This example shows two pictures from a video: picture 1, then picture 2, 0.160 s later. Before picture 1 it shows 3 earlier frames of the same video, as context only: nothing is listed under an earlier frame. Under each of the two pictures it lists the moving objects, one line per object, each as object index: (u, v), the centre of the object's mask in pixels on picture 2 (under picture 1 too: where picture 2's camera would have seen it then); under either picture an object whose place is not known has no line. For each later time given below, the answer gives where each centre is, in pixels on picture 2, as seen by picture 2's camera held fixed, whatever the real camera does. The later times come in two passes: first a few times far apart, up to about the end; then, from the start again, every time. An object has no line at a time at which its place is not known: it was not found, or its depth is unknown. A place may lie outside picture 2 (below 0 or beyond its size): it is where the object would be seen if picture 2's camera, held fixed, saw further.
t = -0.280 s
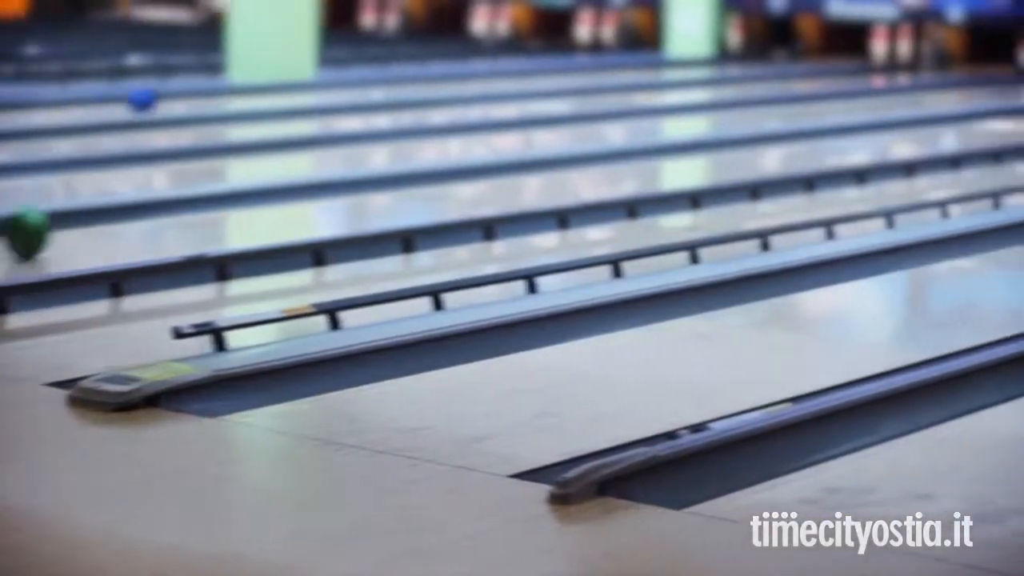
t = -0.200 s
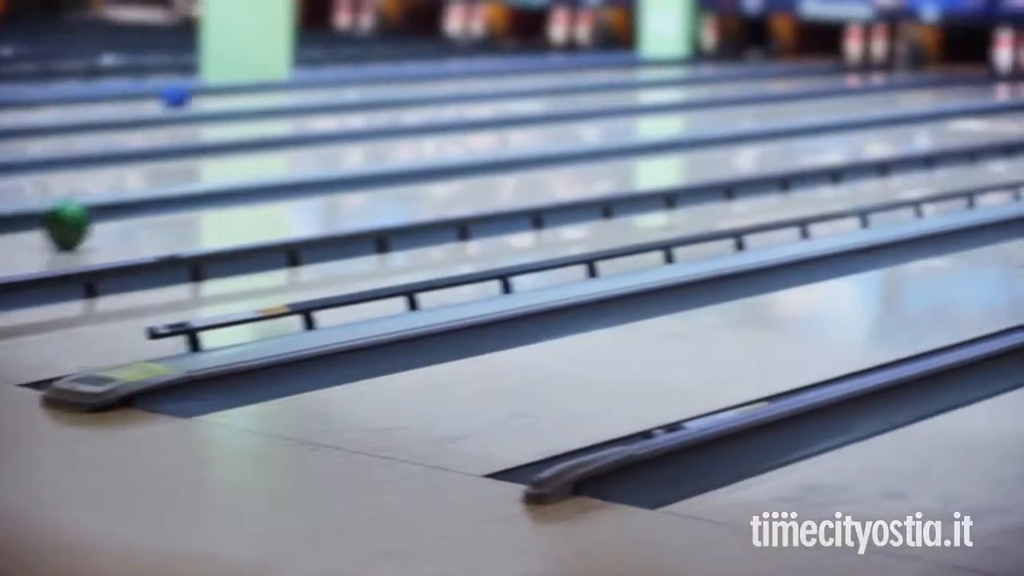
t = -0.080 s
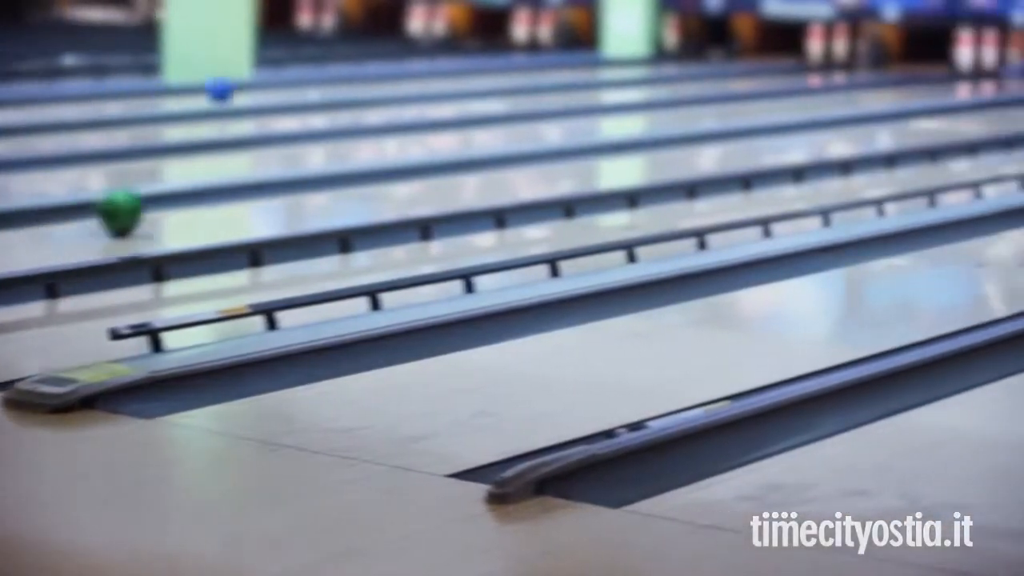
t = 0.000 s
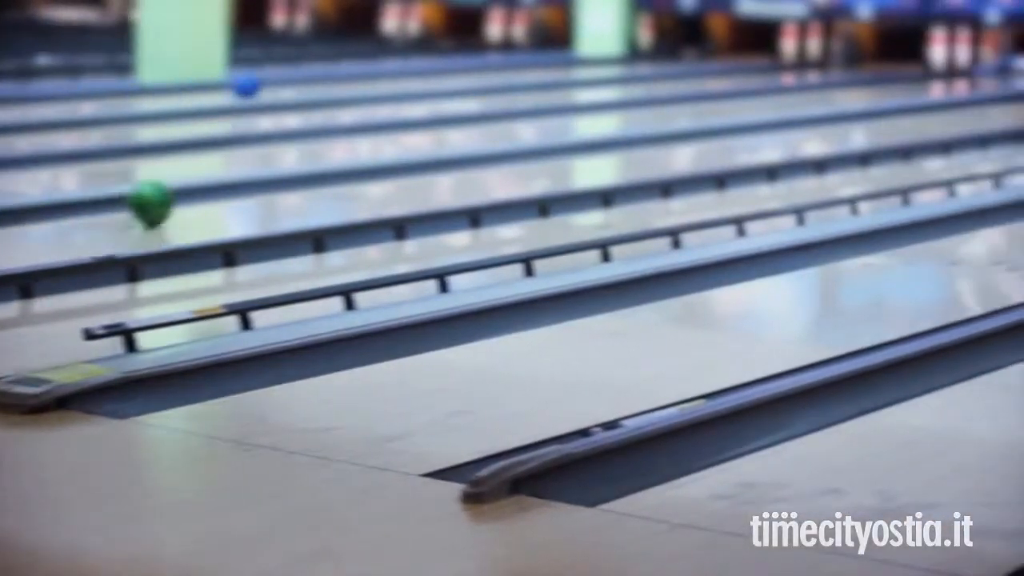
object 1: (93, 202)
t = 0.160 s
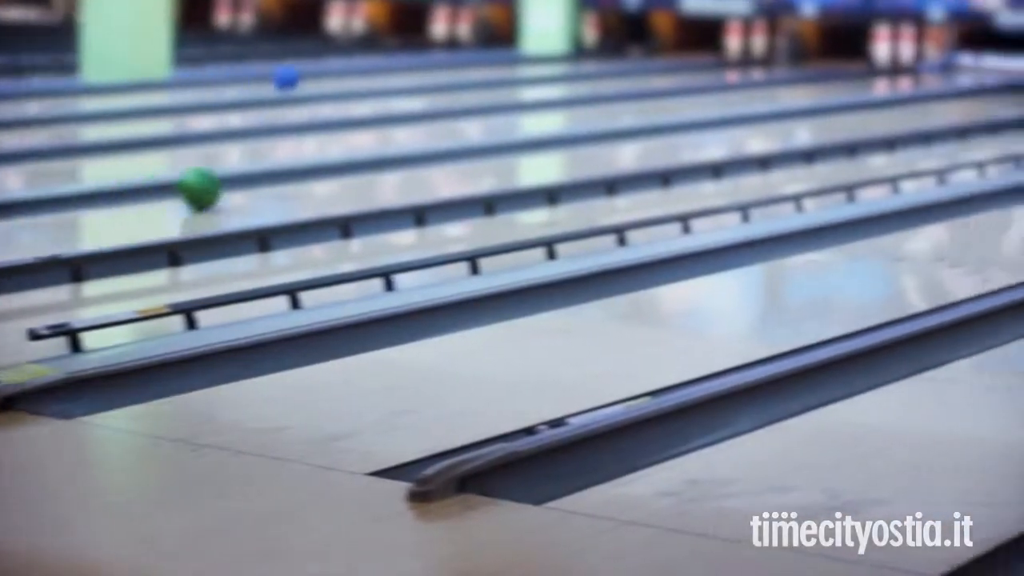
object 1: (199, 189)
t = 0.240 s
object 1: (249, 182)
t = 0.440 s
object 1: (356, 167)
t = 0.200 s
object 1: (224, 185)
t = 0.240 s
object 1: (249, 182)
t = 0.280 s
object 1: (271, 179)
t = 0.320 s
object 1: (292, 176)
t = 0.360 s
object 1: (314, 173)
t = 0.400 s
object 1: (335, 170)
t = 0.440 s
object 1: (356, 167)
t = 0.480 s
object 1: (374, 165)
